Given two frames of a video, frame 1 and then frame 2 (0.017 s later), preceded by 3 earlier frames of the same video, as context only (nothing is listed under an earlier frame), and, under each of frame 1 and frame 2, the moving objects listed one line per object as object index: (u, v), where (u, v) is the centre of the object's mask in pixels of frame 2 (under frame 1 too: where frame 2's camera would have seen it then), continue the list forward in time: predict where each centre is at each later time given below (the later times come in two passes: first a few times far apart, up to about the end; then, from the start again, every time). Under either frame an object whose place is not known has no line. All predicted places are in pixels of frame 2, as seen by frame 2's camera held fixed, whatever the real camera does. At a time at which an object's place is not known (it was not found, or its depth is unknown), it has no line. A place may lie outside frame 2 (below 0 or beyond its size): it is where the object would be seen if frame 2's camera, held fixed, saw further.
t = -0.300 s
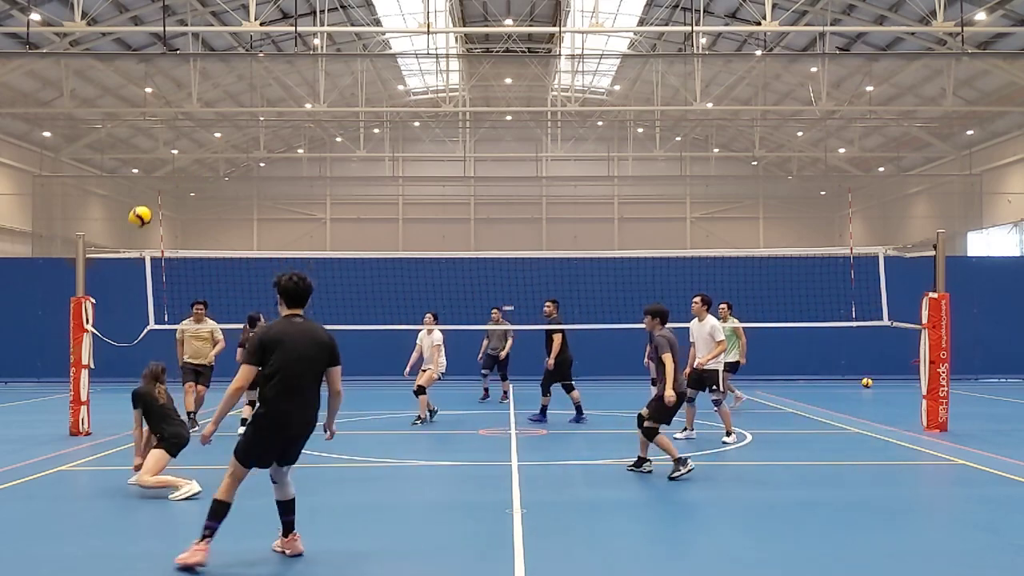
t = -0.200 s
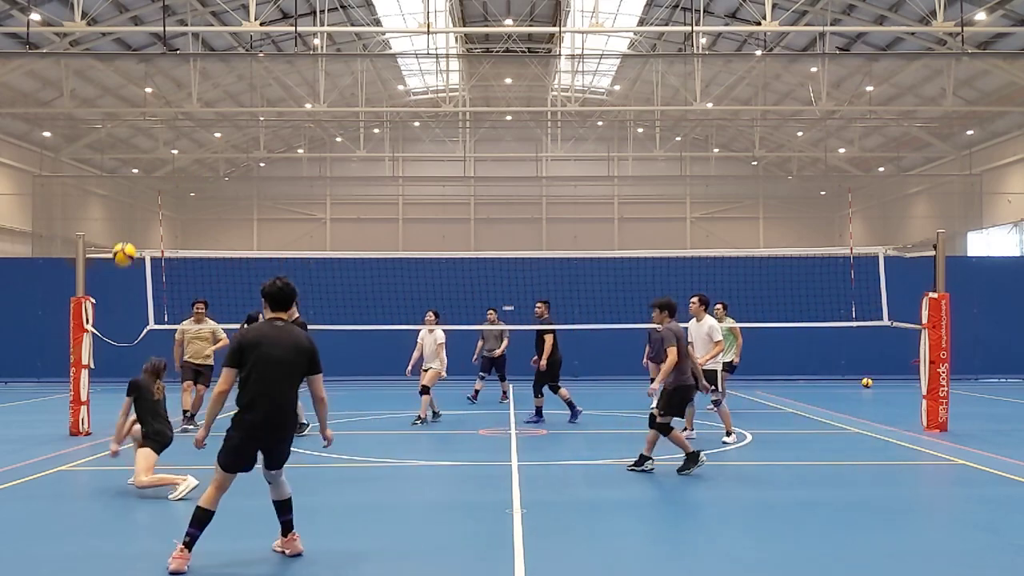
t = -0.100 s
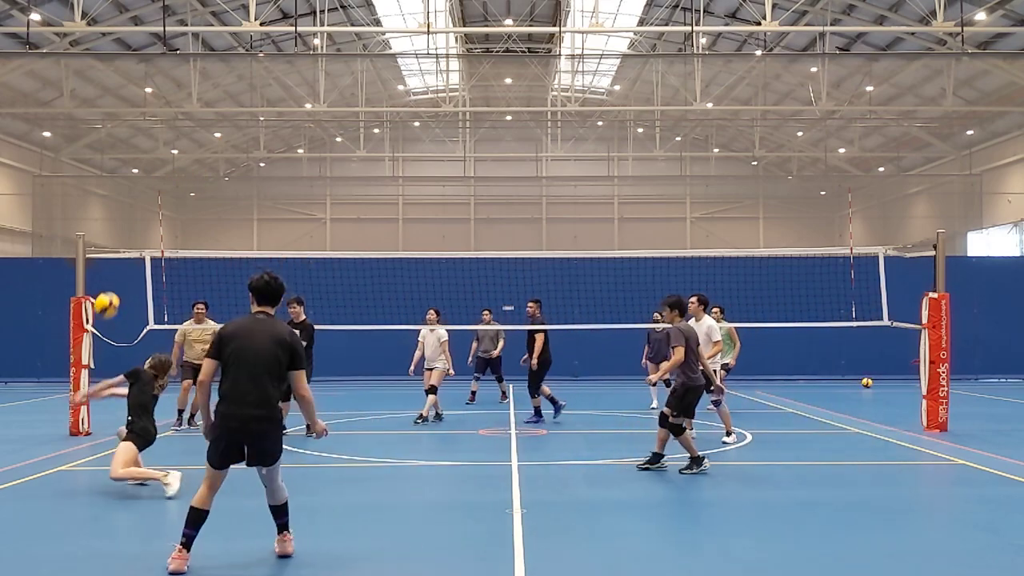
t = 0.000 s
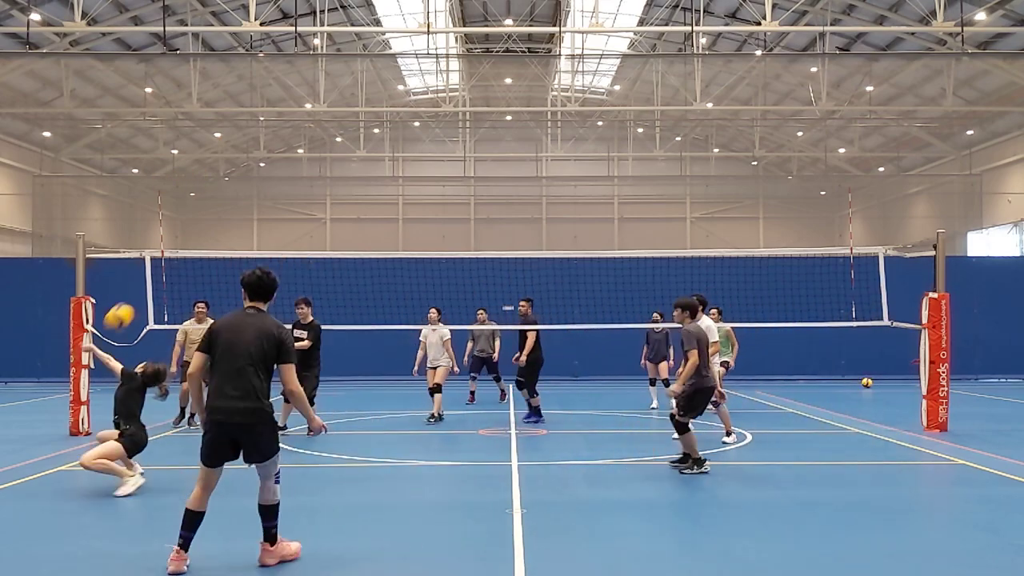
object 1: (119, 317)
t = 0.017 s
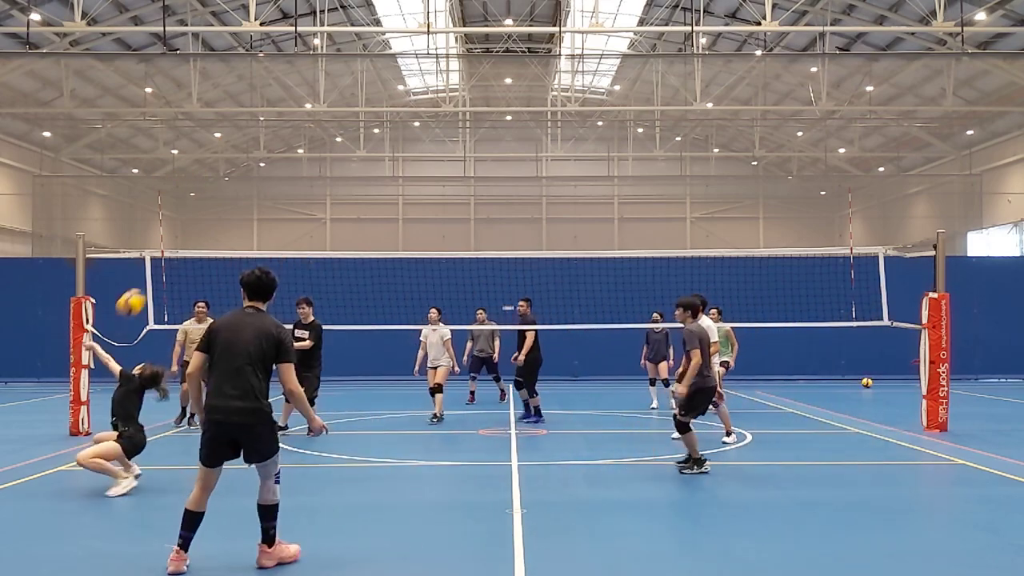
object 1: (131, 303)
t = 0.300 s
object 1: (307, 133)
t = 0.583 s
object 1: (445, 68)
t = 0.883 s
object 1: (566, 77)
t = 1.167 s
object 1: (663, 144)
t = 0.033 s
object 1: (143, 289)
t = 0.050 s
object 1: (155, 276)
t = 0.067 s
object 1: (166, 264)
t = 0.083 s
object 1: (177, 250)
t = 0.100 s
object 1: (187, 238)
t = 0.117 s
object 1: (199, 227)
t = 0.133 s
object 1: (209, 217)
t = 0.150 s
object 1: (219, 206)
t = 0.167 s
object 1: (229, 197)
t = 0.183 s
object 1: (239, 188)
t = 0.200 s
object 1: (250, 179)
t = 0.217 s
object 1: (260, 171)
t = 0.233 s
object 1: (269, 163)
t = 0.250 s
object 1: (278, 155)
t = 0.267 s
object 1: (288, 147)
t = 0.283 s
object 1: (298, 141)
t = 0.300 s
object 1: (307, 133)
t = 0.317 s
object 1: (316, 127)
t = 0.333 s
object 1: (324, 121)
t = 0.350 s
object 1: (333, 116)
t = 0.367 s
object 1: (341, 110)
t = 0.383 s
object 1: (350, 105)
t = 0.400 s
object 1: (359, 100)
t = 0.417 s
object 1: (367, 96)
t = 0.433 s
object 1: (375, 92)
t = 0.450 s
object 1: (384, 88)
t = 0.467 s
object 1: (391, 84)
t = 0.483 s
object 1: (399, 82)
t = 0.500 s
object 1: (405, 80)
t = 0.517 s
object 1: (415, 77)
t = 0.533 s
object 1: (423, 74)
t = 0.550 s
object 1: (430, 72)
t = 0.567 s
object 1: (438, 70)
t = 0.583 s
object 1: (445, 68)
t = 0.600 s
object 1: (452, 66)
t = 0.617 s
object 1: (460, 65)
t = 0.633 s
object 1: (467, 63)
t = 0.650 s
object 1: (474, 62)
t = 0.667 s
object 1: (481, 62)
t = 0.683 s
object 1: (488, 62)
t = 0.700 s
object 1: (495, 62)
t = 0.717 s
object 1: (502, 63)
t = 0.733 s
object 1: (508, 63)
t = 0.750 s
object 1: (515, 62)
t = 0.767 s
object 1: (522, 64)
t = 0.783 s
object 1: (529, 64)
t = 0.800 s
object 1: (535, 66)
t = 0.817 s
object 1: (541, 68)
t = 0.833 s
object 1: (548, 70)
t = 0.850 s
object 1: (553, 72)
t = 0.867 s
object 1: (559, 74)
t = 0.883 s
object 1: (566, 77)
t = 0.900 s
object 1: (572, 80)
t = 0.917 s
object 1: (579, 82)
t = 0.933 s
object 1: (583, 86)
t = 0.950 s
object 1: (590, 88)
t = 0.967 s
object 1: (596, 92)
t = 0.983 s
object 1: (603, 94)
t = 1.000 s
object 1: (609, 98)
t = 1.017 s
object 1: (615, 101)
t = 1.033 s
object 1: (620, 106)
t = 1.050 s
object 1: (626, 110)
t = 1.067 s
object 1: (631, 114)
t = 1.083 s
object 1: (636, 119)
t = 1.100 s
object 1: (642, 123)
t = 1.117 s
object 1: (647, 128)
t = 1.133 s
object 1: (652, 133)
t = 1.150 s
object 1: (658, 139)
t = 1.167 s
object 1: (663, 144)
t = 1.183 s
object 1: (668, 150)
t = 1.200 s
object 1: (674, 155)
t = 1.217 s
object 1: (679, 161)
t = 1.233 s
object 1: (684, 167)
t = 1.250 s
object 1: (689, 173)
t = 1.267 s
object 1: (694, 180)
